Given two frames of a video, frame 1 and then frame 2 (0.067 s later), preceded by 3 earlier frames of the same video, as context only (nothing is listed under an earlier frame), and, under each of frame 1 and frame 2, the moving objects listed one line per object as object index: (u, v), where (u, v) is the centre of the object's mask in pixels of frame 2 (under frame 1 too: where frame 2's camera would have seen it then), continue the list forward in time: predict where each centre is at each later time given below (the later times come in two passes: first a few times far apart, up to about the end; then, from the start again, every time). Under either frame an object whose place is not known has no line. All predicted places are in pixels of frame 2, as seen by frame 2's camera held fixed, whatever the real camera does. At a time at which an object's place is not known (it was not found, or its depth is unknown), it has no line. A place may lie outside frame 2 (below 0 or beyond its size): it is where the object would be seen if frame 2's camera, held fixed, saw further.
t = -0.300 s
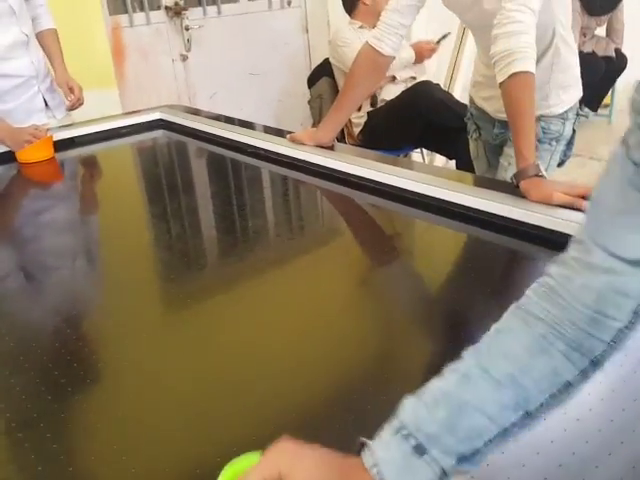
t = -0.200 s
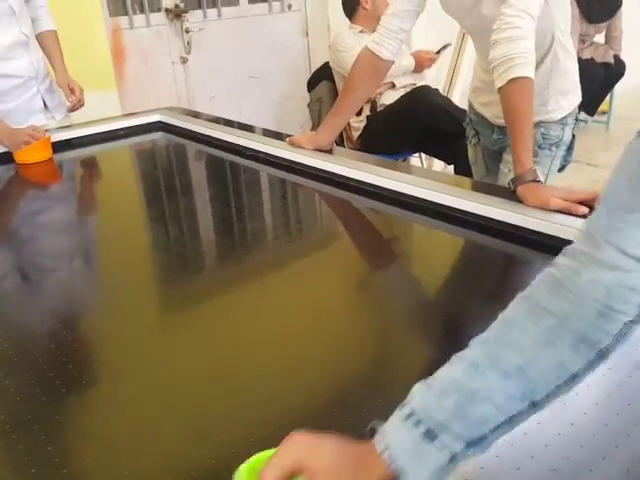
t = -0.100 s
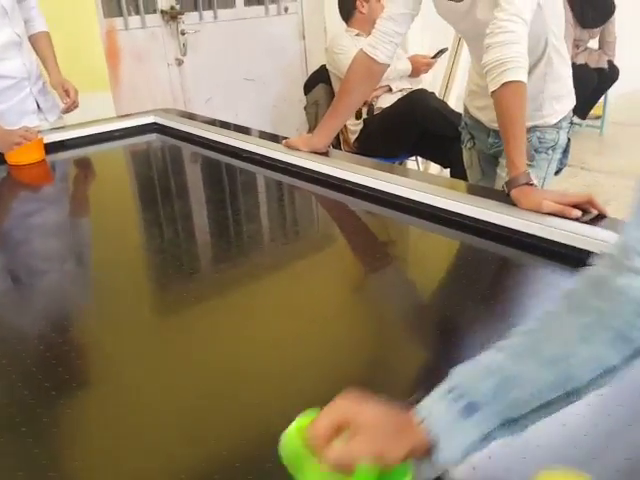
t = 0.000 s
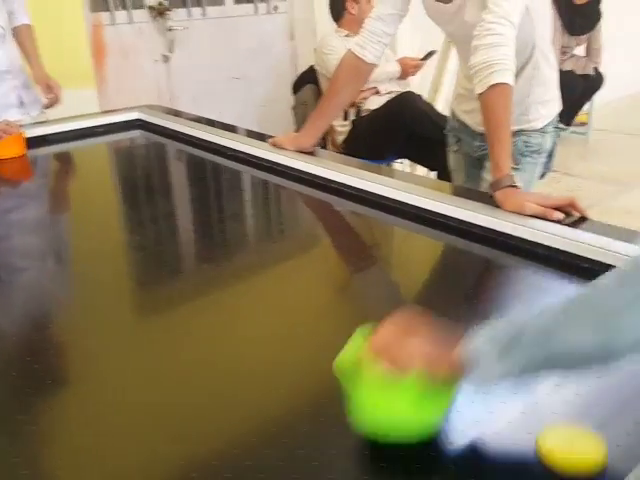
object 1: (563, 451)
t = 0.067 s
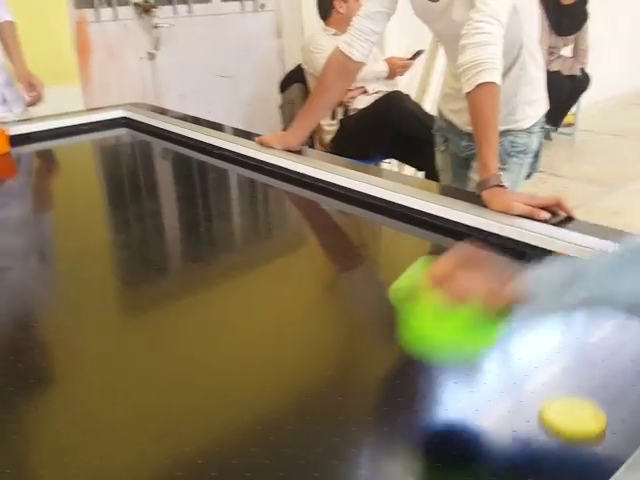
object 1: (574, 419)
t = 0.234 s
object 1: (607, 362)
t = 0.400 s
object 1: (634, 315)
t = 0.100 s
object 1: (579, 406)
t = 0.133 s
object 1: (586, 393)
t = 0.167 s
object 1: (594, 382)
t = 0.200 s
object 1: (601, 371)
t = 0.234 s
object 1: (607, 362)
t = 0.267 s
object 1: (614, 353)
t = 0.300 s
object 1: (621, 343)
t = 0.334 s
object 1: (627, 335)
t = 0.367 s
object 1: (632, 324)
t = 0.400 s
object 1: (634, 315)
